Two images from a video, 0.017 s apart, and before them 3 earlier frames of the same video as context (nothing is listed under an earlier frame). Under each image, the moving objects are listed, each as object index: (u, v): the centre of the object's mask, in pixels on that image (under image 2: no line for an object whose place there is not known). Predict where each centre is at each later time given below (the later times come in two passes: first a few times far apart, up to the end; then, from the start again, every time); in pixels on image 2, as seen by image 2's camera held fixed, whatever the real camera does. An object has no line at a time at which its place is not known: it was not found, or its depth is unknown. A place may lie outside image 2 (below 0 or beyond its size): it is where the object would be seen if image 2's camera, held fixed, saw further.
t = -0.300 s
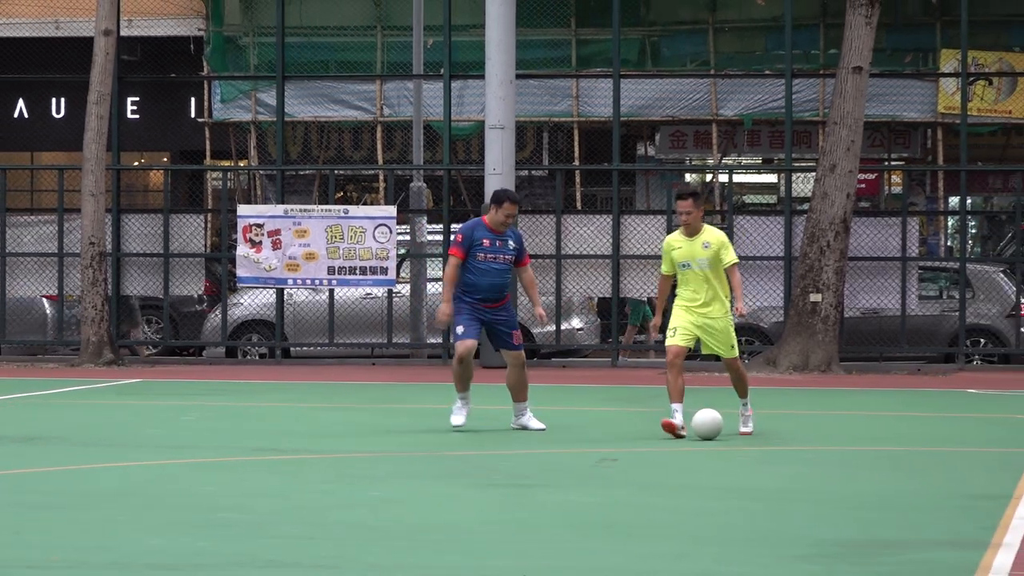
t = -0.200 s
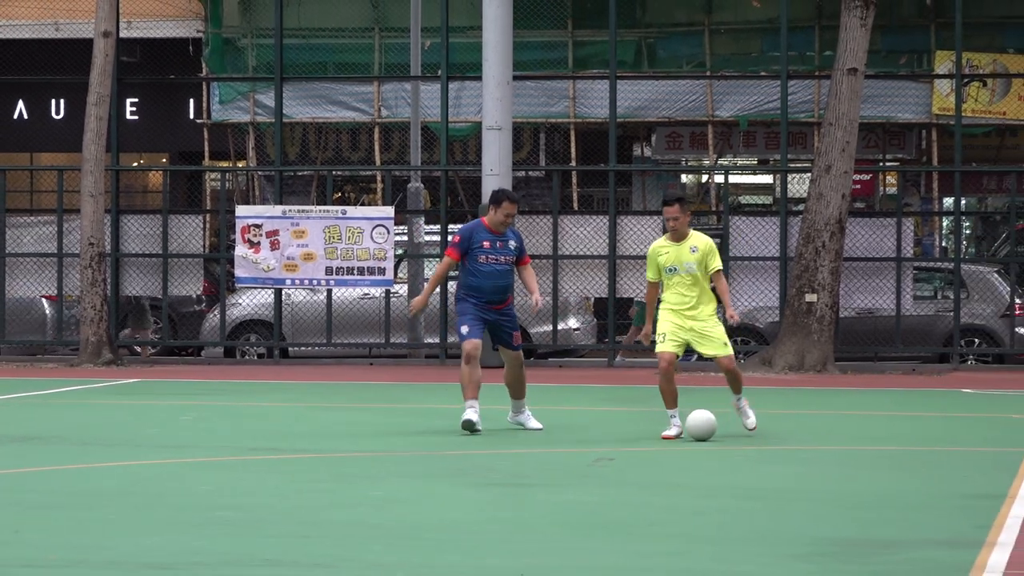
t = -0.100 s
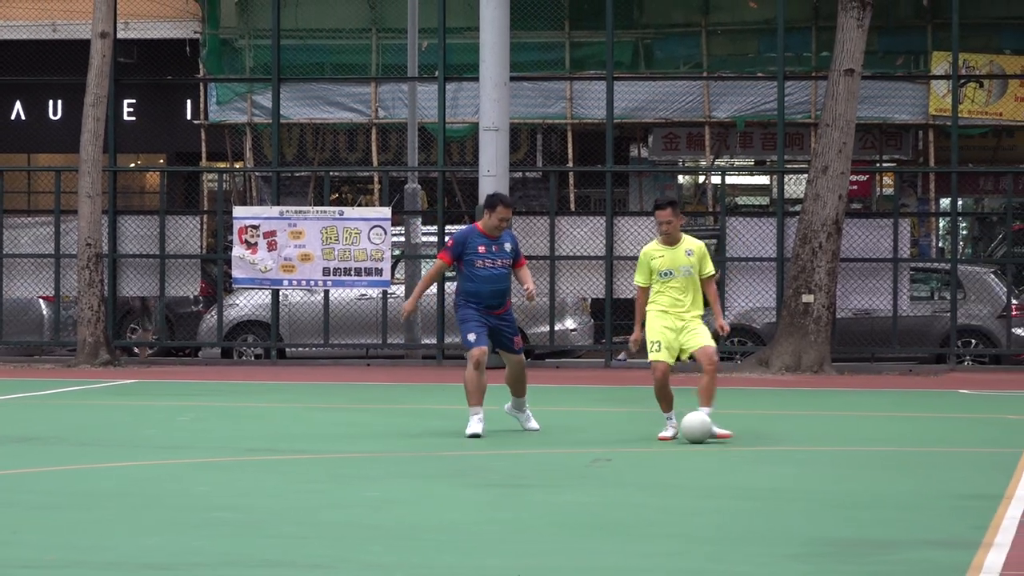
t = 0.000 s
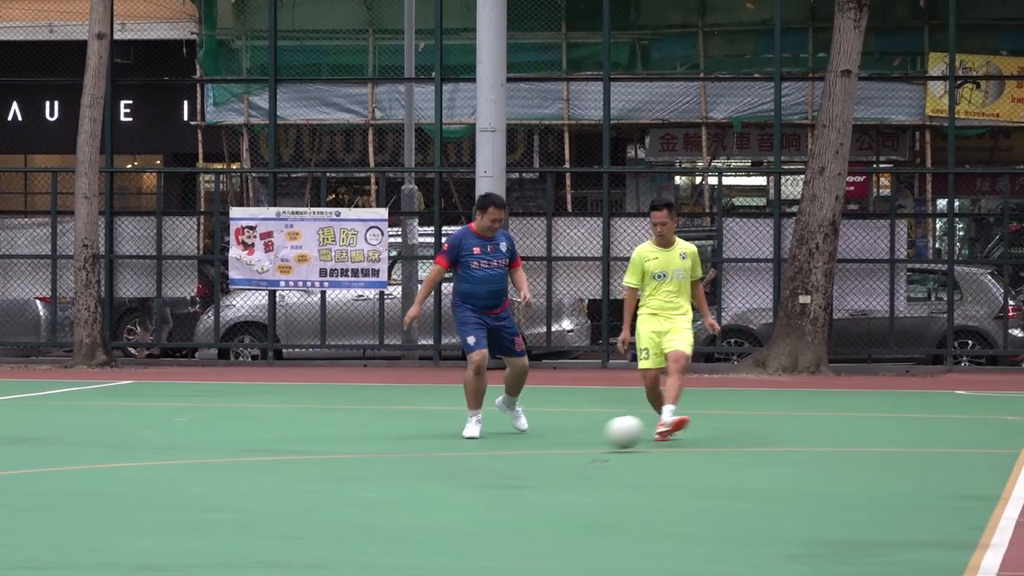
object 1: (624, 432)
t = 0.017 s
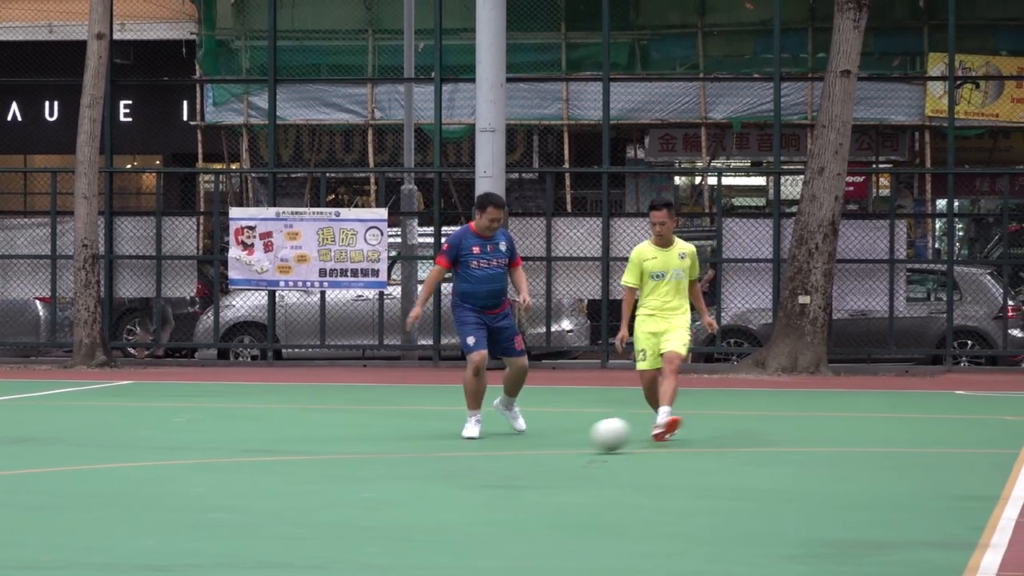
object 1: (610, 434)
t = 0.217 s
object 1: (452, 449)
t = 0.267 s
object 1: (411, 452)
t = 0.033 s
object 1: (597, 437)
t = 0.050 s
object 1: (583, 439)
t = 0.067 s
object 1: (571, 439)
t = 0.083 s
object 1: (558, 439)
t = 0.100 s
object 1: (546, 440)
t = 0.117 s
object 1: (533, 441)
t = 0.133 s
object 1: (520, 441)
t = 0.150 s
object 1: (505, 444)
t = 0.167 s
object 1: (493, 447)
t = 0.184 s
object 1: (479, 448)
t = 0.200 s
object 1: (465, 449)
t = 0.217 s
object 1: (452, 449)
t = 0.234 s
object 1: (439, 449)
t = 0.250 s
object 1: (425, 450)
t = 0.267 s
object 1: (411, 452)
